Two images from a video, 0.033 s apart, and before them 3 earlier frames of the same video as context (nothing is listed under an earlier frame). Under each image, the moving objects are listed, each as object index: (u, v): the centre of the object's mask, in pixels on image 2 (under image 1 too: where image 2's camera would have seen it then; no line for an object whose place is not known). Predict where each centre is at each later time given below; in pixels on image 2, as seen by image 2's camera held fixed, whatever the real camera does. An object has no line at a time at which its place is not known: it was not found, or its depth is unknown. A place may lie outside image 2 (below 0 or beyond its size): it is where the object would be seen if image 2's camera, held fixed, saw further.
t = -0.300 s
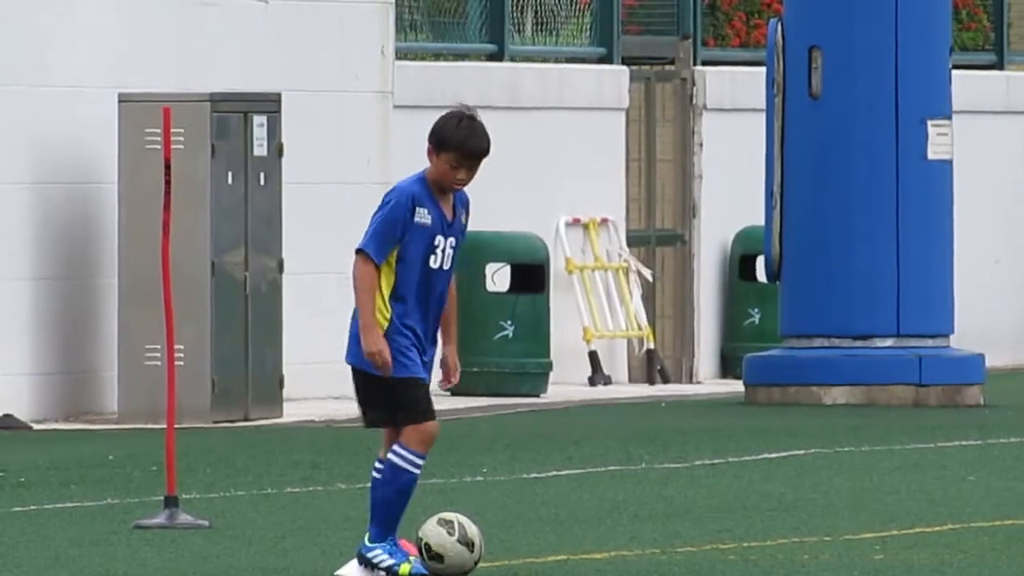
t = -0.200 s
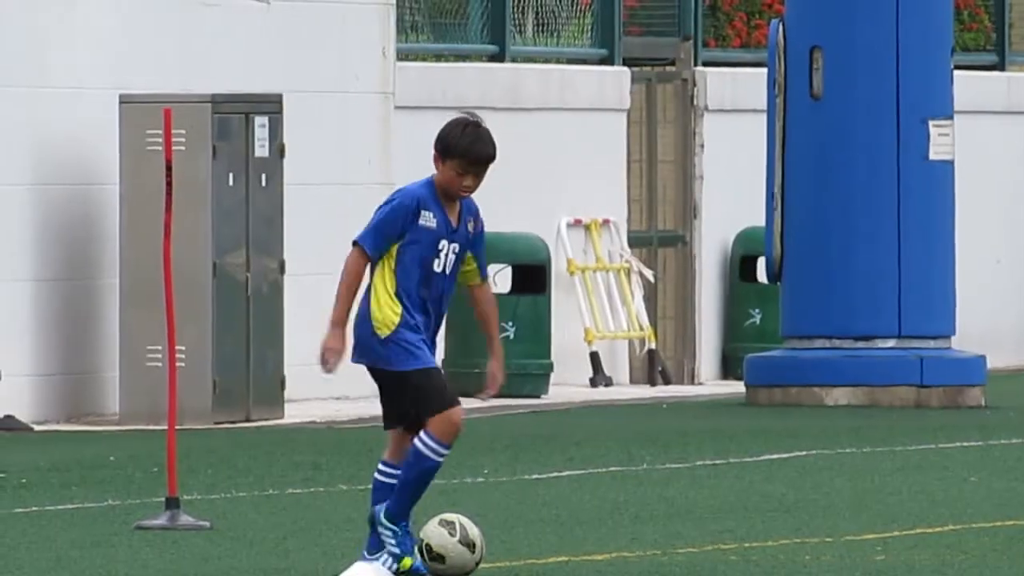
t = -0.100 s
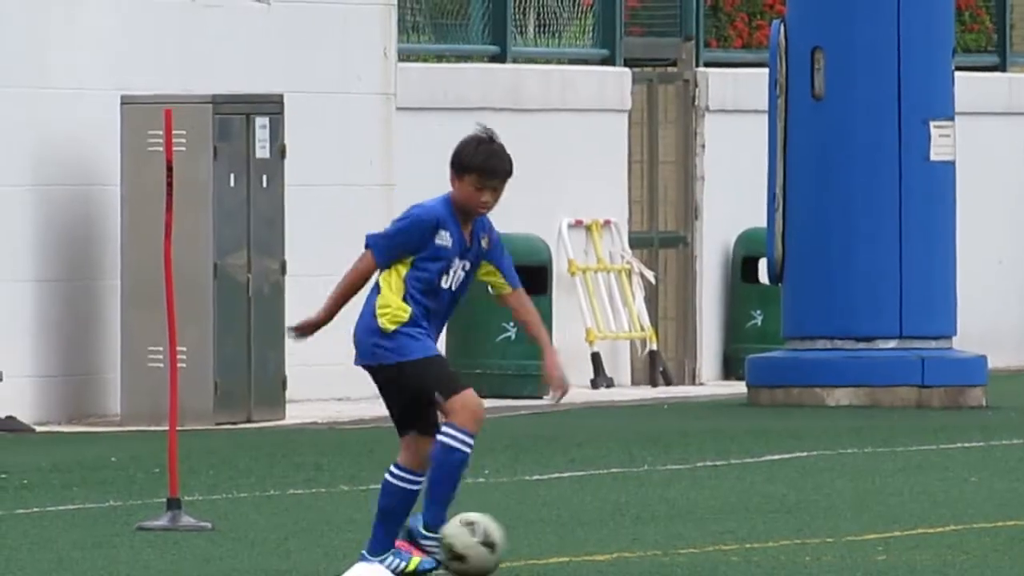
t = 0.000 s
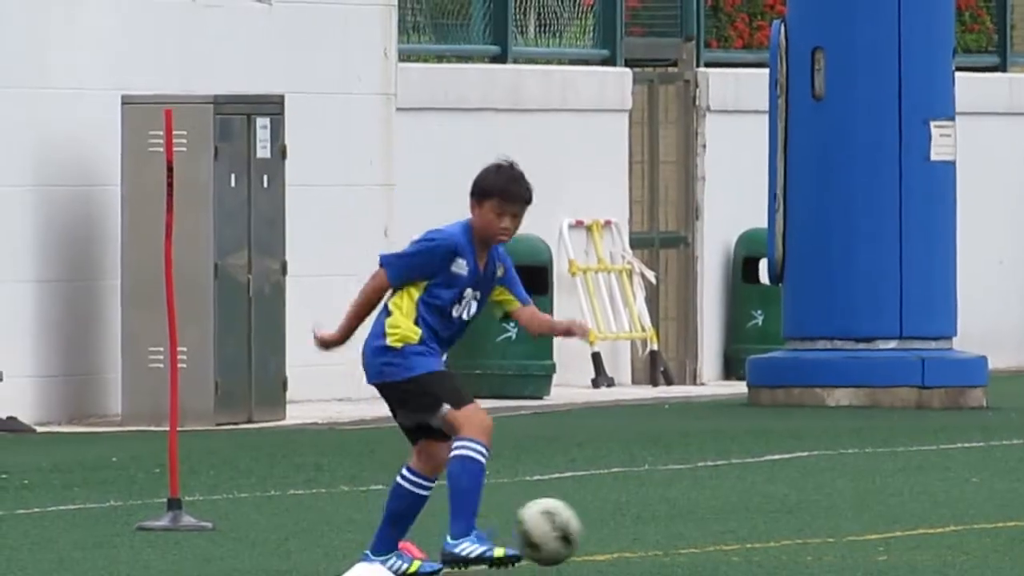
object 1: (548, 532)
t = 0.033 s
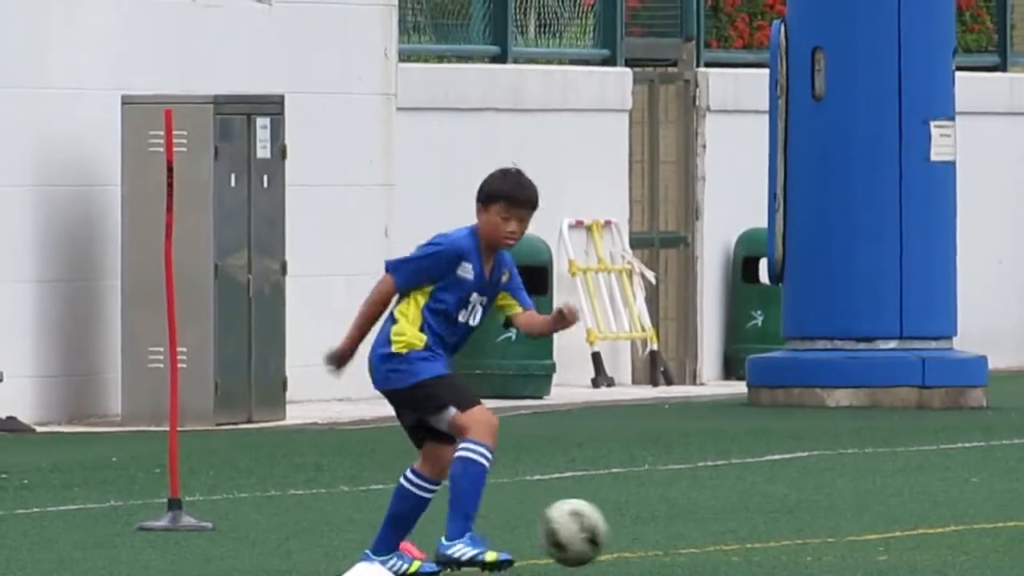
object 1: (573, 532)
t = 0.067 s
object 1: (599, 537)
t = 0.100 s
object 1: (624, 544)
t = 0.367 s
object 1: (780, 551)
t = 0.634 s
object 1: (911, 559)
